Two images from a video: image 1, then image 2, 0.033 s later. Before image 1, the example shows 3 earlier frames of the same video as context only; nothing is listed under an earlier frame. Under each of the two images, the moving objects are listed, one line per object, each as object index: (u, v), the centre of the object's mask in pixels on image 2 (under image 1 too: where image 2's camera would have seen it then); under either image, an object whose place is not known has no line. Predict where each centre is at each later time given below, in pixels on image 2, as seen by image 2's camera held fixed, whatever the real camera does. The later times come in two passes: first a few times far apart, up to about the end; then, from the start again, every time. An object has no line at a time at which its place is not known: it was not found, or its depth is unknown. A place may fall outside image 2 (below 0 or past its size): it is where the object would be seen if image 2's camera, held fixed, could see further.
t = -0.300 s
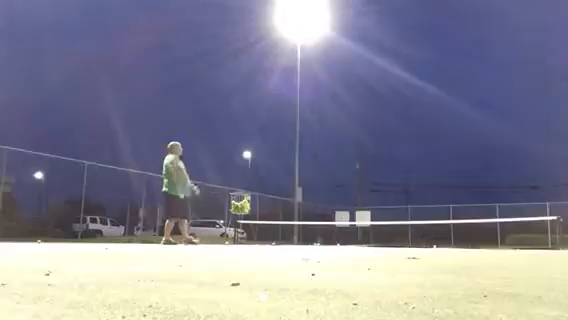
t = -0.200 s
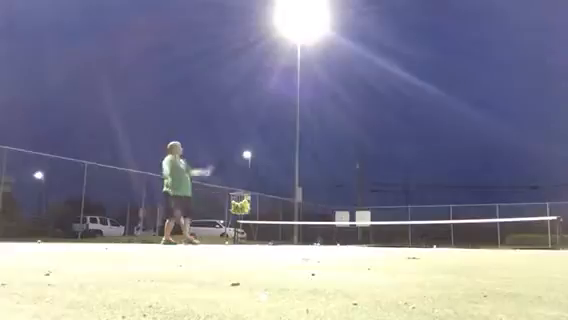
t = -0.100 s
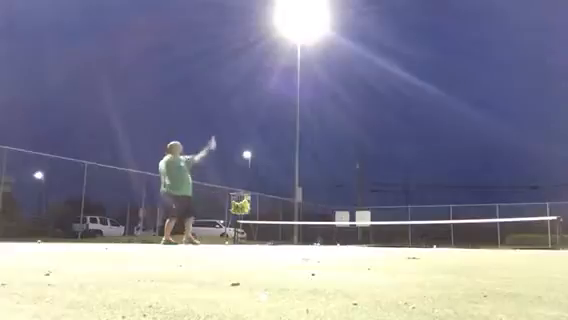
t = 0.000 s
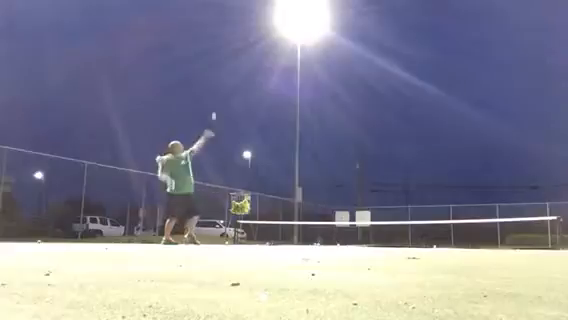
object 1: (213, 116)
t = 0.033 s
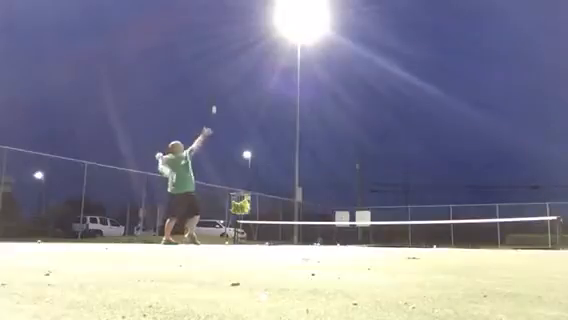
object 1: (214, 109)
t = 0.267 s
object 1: (213, 83)
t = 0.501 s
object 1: (214, 83)
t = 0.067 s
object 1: (214, 103)
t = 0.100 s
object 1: (214, 99)
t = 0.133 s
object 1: (214, 93)
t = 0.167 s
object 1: (214, 90)
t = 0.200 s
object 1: (214, 86)
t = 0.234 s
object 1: (214, 84)
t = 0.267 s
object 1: (213, 83)
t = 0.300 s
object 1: (214, 81)
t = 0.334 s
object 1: (214, 80)
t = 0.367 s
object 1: (214, 79)
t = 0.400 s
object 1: (214, 79)
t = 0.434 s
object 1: (214, 80)
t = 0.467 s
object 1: (214, 81)
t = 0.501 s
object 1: (214, 83)
